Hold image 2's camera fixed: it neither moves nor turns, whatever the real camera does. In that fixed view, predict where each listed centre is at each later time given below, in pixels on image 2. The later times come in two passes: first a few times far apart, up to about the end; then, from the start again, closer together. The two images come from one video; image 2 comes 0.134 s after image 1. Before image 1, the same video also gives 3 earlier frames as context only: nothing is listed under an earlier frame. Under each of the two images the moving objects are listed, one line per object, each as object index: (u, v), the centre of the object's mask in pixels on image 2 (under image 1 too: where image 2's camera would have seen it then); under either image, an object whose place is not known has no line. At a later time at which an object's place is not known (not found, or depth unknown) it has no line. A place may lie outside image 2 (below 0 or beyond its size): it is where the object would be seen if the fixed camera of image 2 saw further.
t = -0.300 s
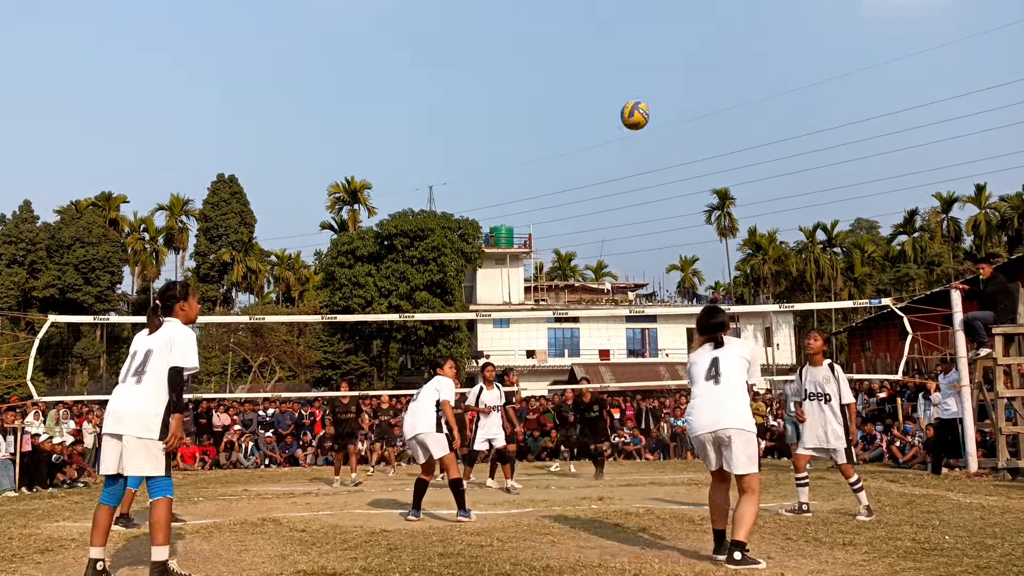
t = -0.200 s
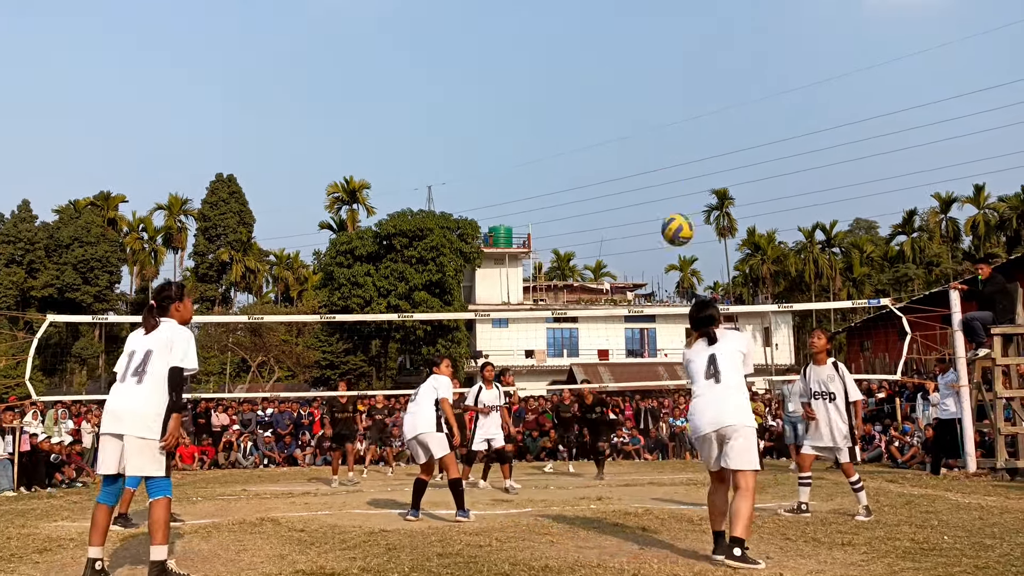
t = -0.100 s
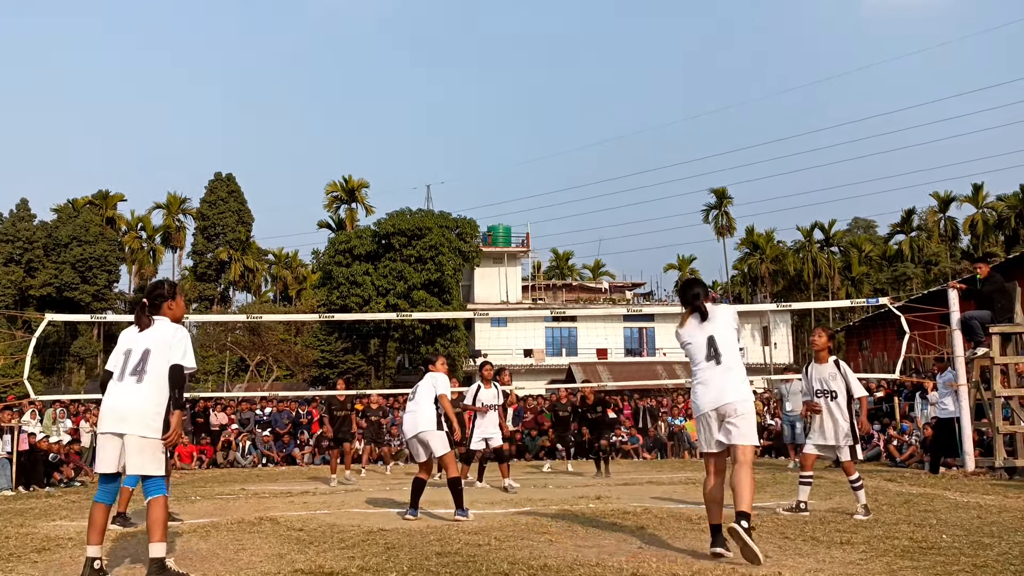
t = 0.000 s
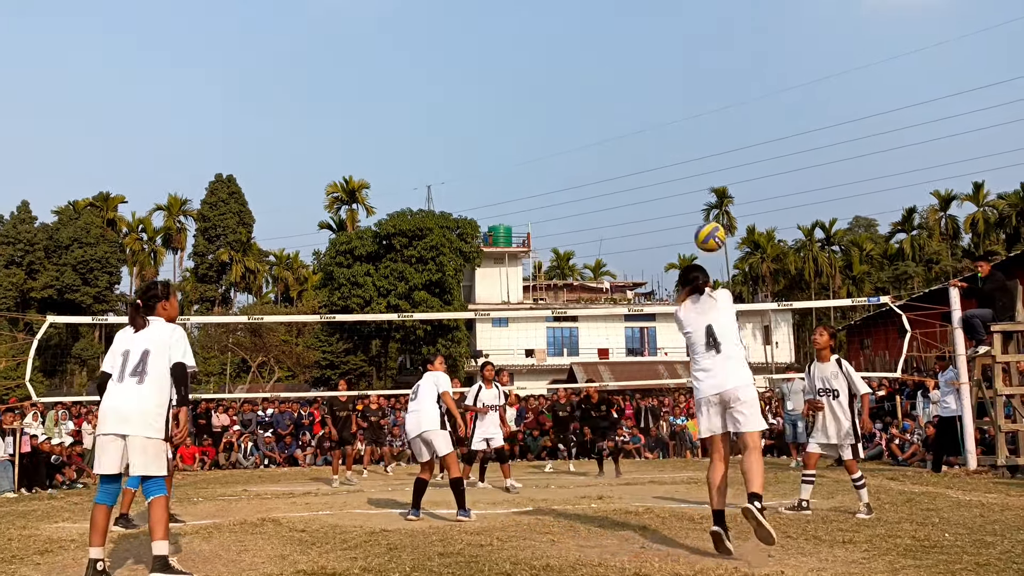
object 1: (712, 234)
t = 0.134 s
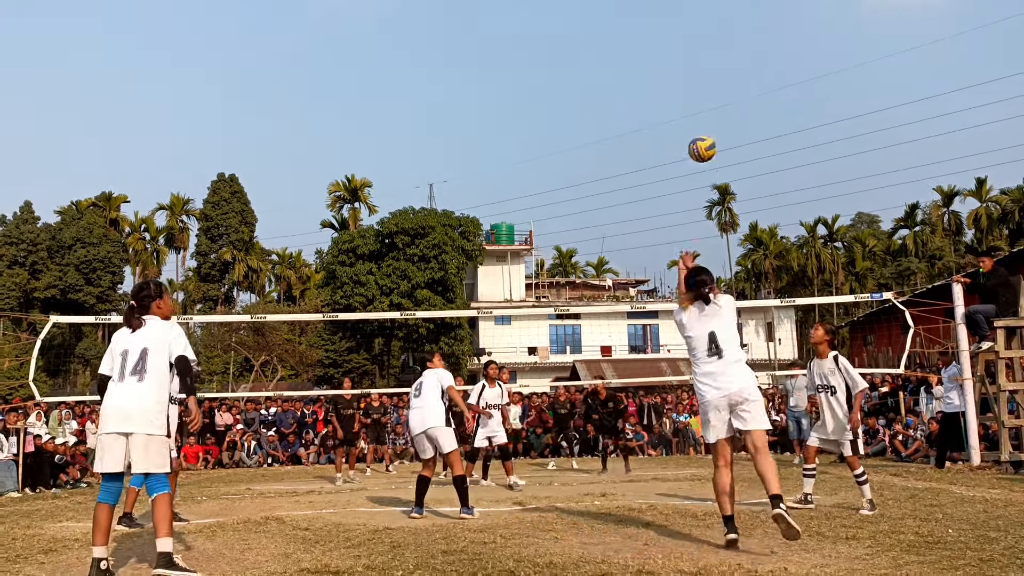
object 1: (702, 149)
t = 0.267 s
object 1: (696, 103)
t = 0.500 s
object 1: (693, 86)
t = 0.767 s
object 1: (697, 128)
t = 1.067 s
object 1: (704, 225)
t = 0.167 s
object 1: (700, 134)
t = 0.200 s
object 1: (699, 122)
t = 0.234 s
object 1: (697, 112)
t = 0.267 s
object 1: (696, 103)
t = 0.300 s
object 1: (696, 96)
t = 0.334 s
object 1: (695, 92)
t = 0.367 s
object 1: (694, 88)
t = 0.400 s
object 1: (694, 85)
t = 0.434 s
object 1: (694, 84)
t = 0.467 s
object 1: (693, 85)
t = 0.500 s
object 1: (693, 86)
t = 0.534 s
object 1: (693, 88)
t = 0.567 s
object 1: (694, 91)
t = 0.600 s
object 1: (694, 95)
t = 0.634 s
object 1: (694, 100)
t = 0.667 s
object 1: (694, 106)
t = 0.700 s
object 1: (695, 113)
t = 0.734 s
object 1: (696, 120)
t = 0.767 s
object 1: (697, 128)
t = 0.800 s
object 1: (697, 136)
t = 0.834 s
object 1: (697, 145)
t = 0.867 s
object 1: (698, 155)
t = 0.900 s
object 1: (699, 165)
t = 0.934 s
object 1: (699, 177)
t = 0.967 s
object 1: (700, 188)
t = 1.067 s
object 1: (704, 225)
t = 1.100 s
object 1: (705, 239)
